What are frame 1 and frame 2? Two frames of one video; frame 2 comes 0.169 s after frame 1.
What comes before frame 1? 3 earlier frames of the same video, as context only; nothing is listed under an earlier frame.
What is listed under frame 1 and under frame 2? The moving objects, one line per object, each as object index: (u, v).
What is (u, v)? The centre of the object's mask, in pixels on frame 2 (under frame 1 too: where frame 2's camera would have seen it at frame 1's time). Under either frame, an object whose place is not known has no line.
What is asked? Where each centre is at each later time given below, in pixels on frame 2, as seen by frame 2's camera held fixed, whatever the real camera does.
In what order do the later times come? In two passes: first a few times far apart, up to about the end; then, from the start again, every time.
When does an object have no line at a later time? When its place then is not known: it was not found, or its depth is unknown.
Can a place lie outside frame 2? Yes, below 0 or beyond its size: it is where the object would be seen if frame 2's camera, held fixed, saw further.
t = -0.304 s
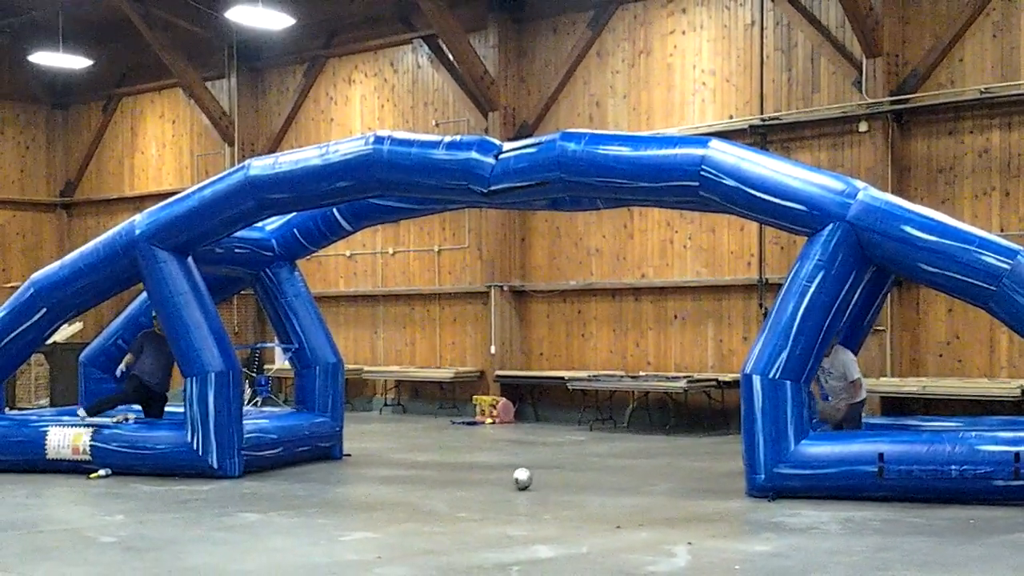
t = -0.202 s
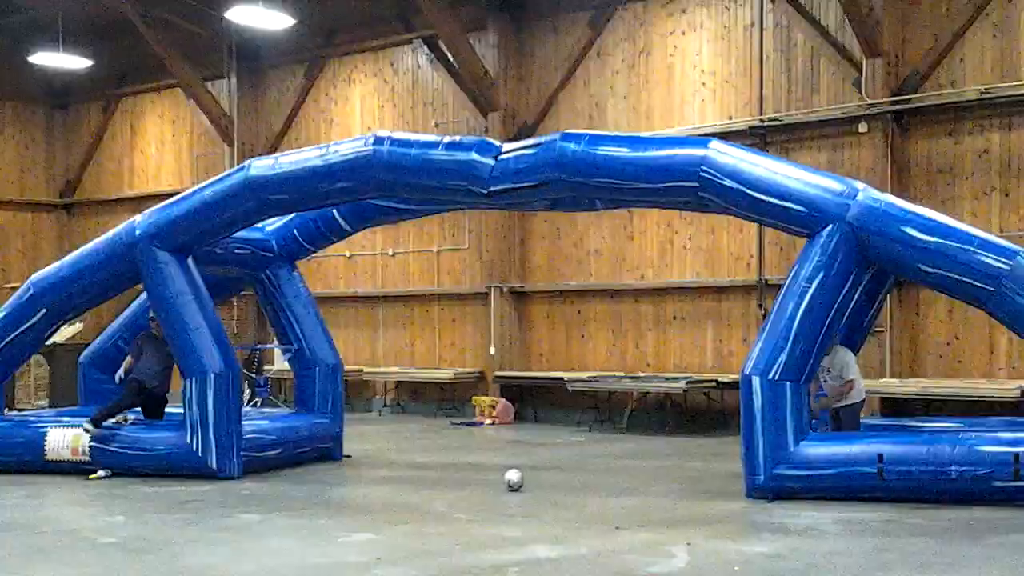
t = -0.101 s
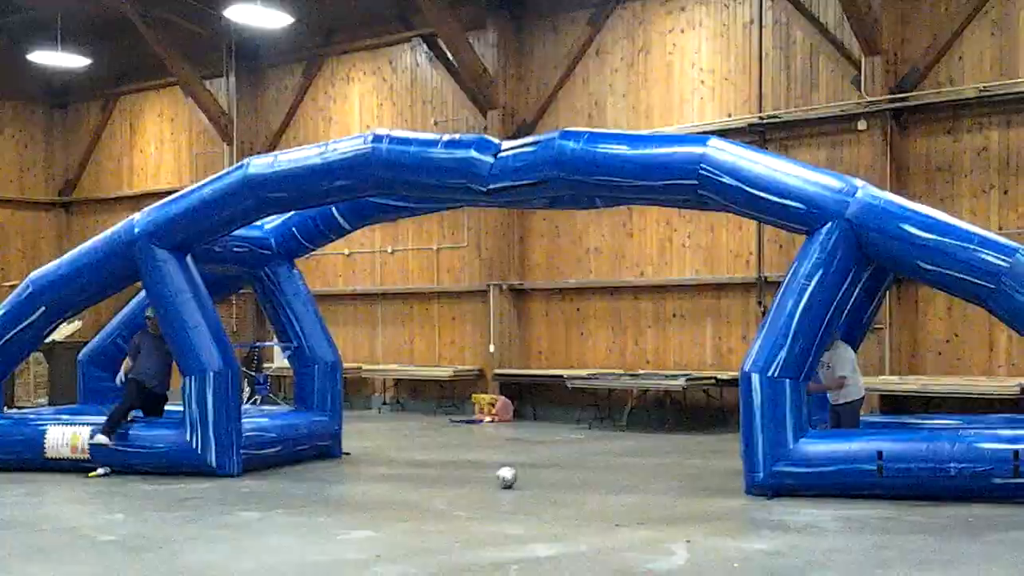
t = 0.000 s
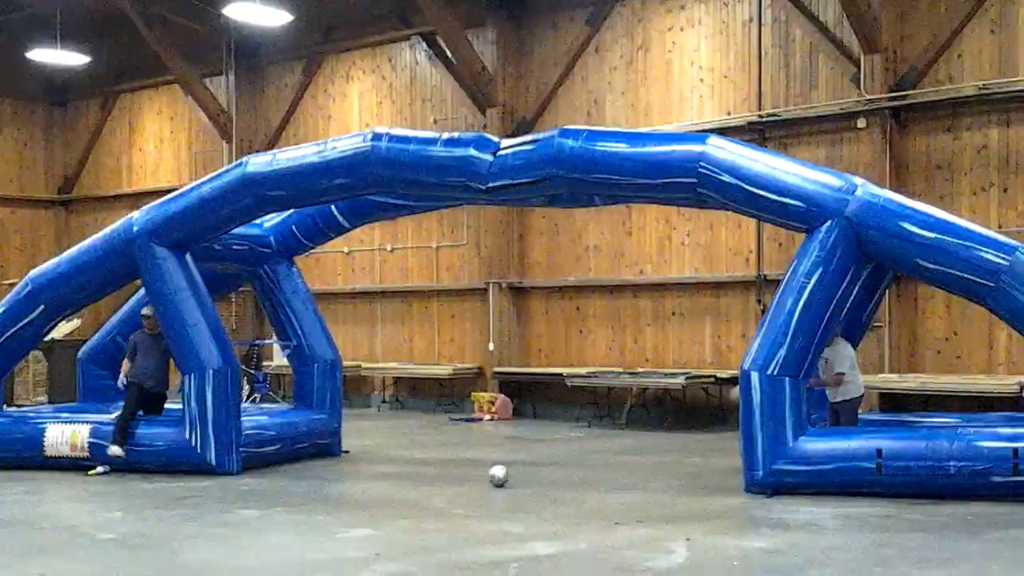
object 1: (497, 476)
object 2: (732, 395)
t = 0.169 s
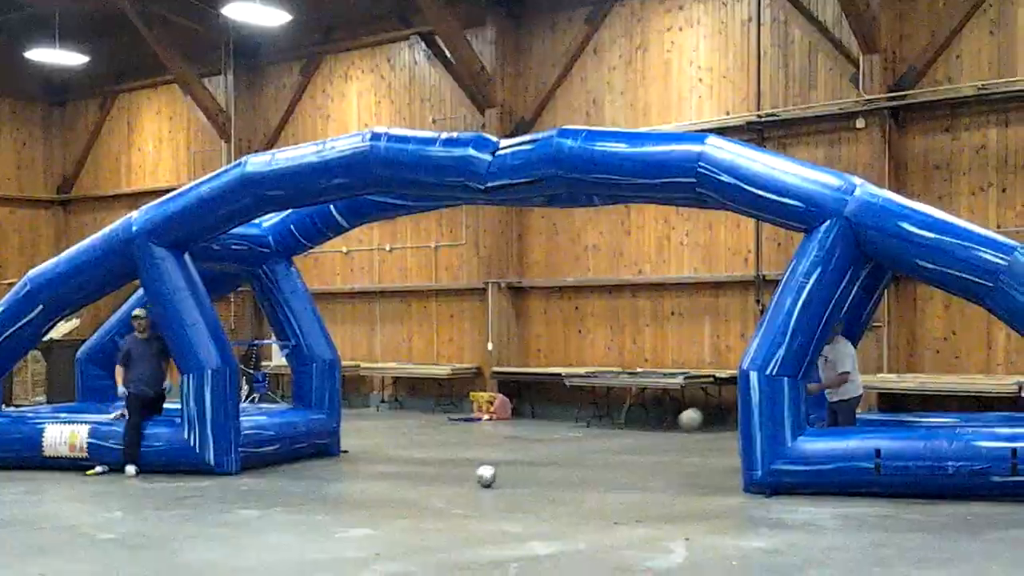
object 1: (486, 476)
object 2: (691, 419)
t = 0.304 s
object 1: (477, 476)
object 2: (652, 460)
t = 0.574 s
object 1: (459, 476)
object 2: (595, 429)
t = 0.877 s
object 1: (440, 476)
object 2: (538, 434)
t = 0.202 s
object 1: (484, 476)
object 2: (681, 427)
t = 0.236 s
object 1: (481, 476)
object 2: (673, 437)
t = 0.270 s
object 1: (479, 476)
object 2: (662, 449)
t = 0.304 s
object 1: (477, 476)
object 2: (652, 460)
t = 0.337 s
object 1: (474, 476)
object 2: (641, 474)
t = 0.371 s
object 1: (471, 476)
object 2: (633, 476)
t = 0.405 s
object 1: (470, 476)
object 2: (627, 464)
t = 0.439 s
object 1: (467, 476)
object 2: (620, 456)
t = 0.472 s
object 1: (465, 476)
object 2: (614, 448)
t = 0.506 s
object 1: (463, 476)
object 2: (607, 440)
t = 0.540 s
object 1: (461, 476)
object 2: (601, 434)
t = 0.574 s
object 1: (459, 476)
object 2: (595, 429)
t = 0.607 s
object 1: (457, 476)
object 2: (588, 426)
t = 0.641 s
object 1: (455, 476)
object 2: (582, 423)
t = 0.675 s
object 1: (453, 476)
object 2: (576, 421)
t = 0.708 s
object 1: (451, 476)
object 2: (570, 421)
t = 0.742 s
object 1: (449, 476)
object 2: (564, 421)
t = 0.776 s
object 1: (446, 476)
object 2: (558, 423)
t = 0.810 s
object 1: (444, 476)
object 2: (552, 425)
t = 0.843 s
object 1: (443, 476)
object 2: (545, 429)
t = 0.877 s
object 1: (440, 476)
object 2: (538, 434)
